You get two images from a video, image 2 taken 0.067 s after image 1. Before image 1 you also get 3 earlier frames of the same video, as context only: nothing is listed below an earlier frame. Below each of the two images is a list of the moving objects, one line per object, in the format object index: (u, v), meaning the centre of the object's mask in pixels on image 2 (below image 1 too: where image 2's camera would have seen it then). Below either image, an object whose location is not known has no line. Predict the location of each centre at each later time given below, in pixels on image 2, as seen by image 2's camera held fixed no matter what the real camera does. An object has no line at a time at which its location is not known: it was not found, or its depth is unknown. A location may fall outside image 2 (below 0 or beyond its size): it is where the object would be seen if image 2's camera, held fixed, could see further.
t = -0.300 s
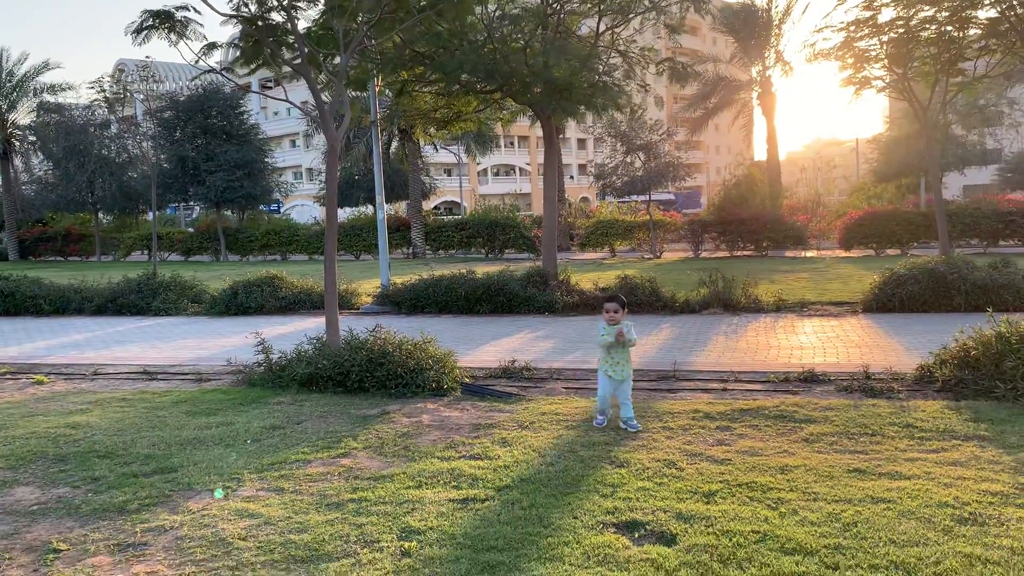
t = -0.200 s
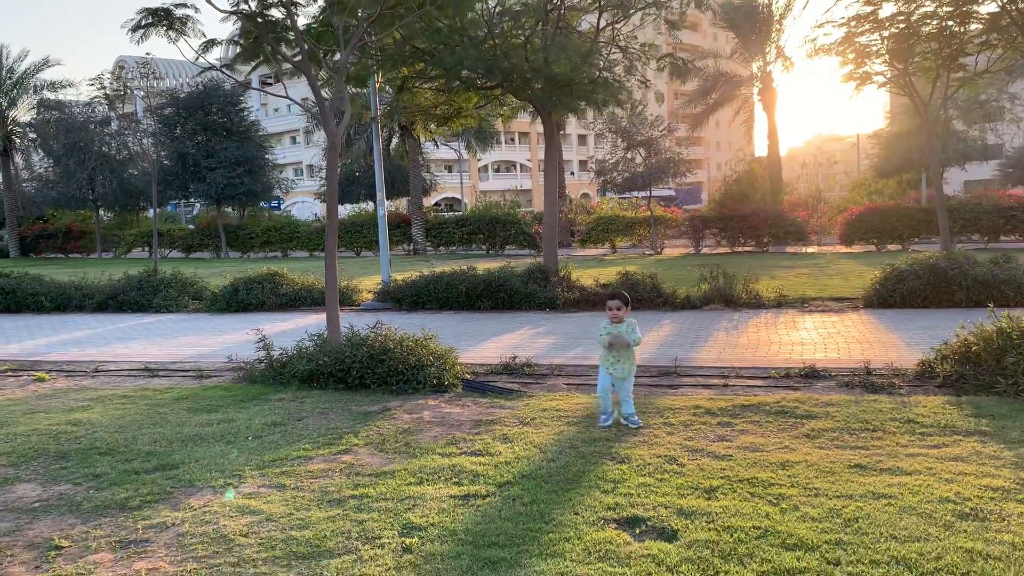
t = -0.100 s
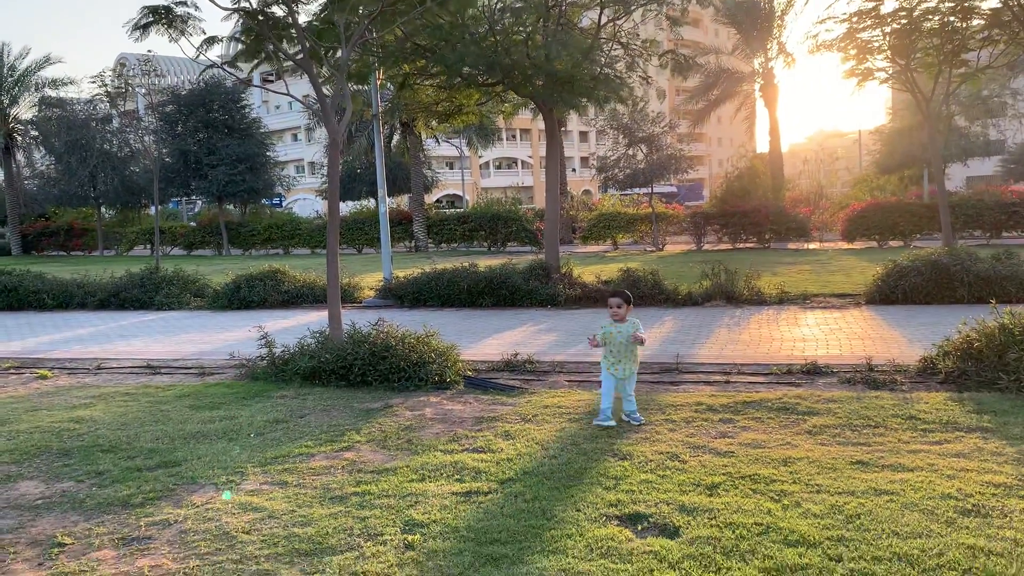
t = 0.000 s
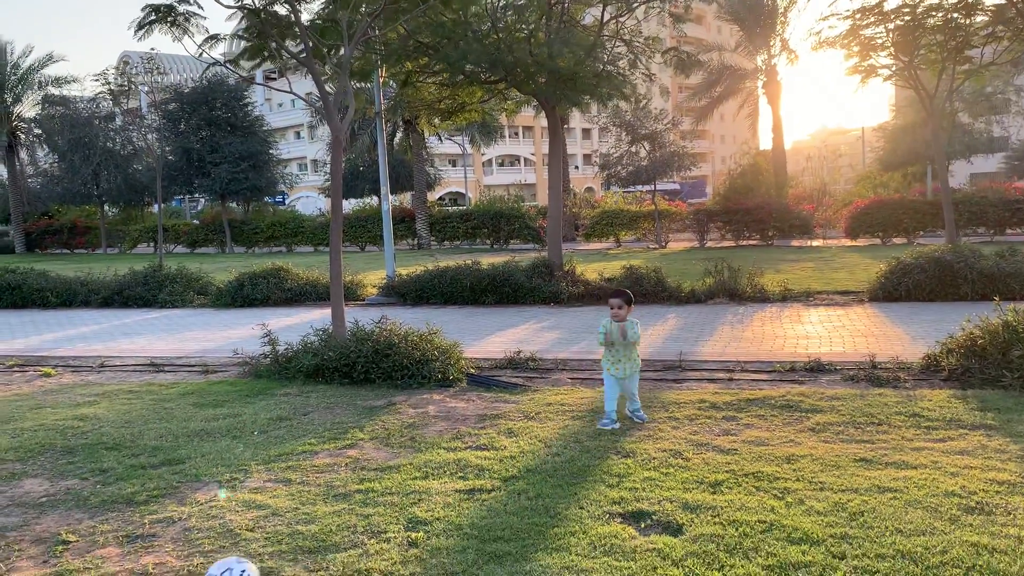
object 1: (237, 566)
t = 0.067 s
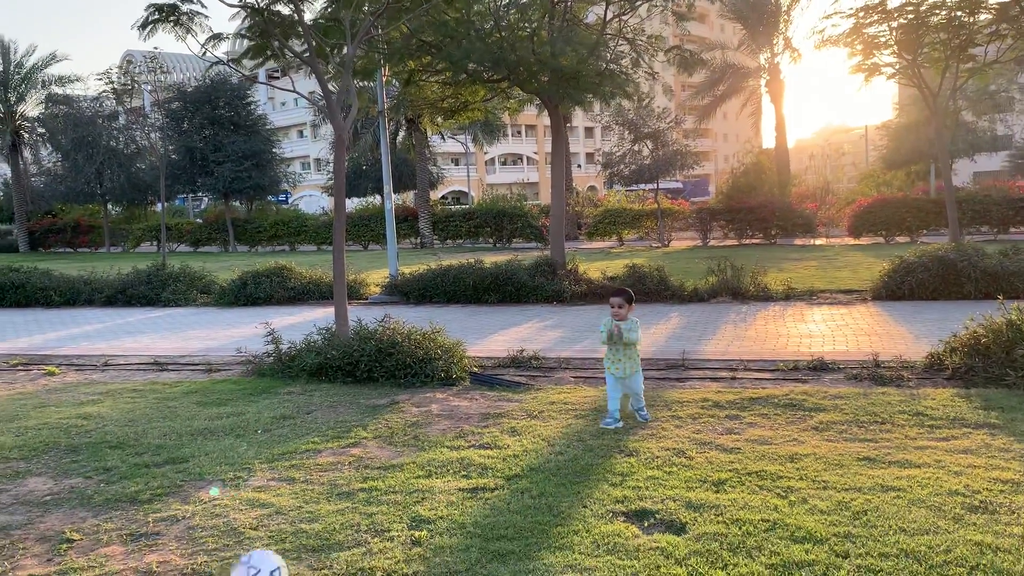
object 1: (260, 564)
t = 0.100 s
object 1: (270, 560)
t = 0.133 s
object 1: (280, 557)
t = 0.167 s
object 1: (290, 555)
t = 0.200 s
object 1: (300, 552)
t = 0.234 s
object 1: (309, 549)
